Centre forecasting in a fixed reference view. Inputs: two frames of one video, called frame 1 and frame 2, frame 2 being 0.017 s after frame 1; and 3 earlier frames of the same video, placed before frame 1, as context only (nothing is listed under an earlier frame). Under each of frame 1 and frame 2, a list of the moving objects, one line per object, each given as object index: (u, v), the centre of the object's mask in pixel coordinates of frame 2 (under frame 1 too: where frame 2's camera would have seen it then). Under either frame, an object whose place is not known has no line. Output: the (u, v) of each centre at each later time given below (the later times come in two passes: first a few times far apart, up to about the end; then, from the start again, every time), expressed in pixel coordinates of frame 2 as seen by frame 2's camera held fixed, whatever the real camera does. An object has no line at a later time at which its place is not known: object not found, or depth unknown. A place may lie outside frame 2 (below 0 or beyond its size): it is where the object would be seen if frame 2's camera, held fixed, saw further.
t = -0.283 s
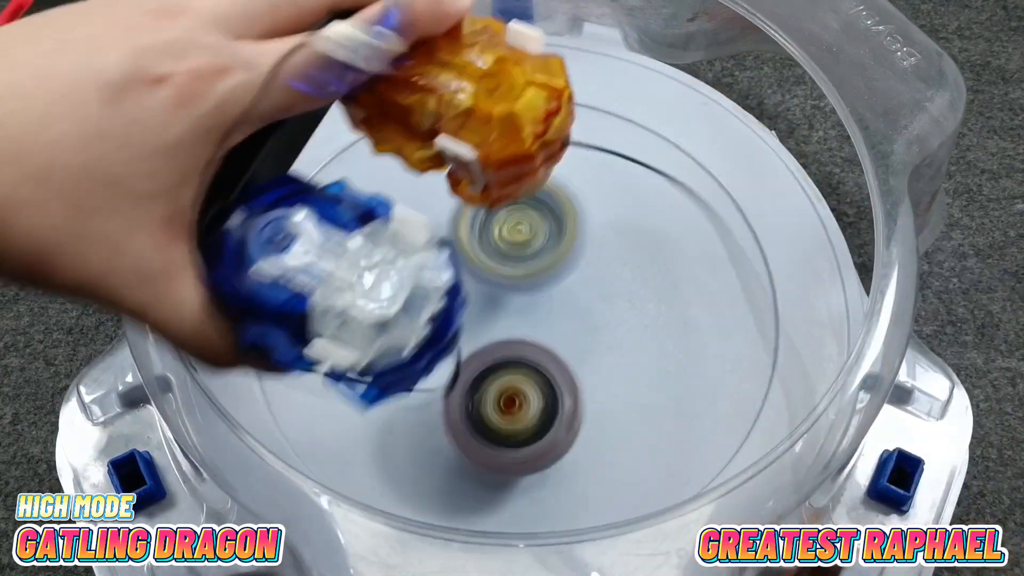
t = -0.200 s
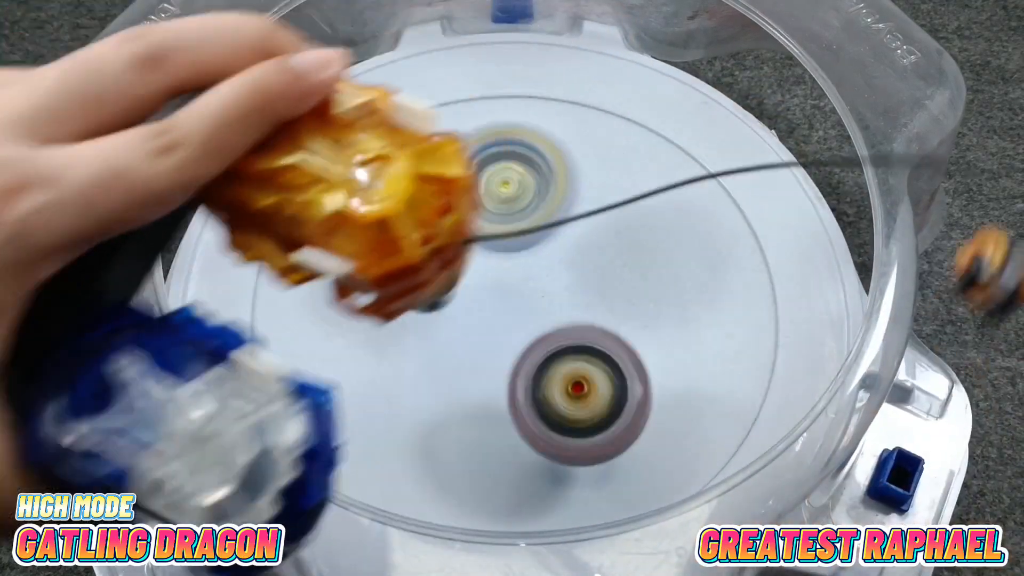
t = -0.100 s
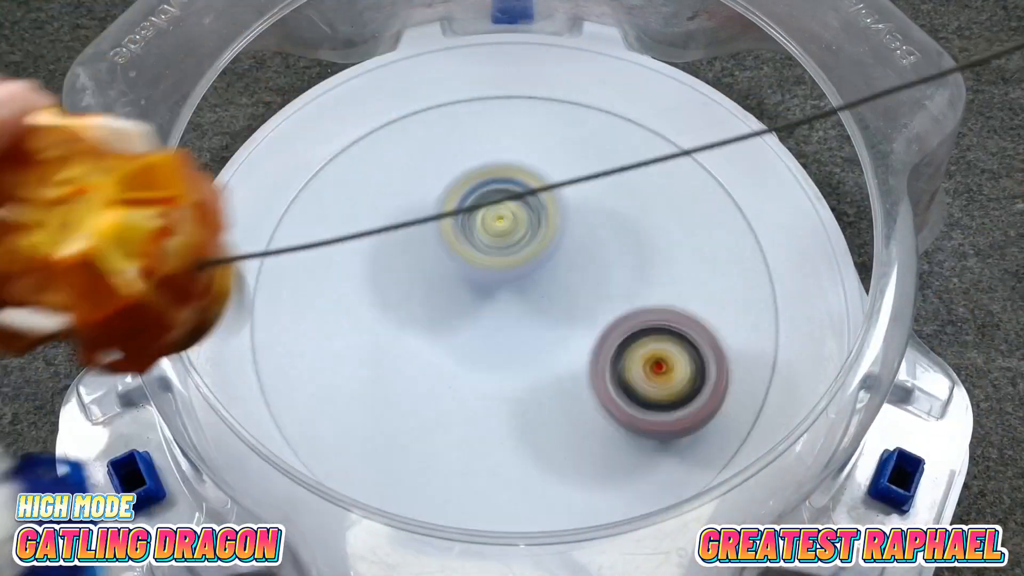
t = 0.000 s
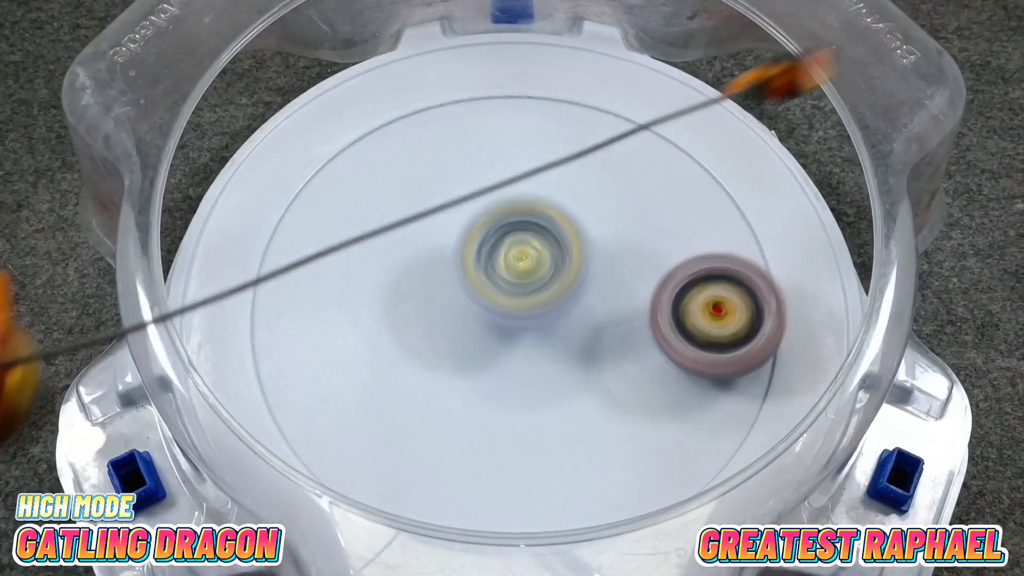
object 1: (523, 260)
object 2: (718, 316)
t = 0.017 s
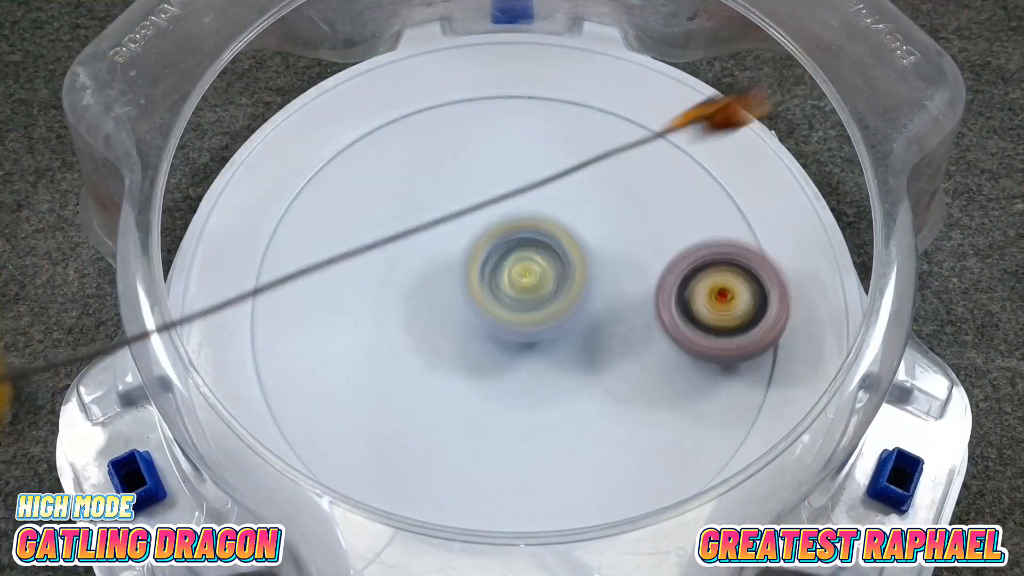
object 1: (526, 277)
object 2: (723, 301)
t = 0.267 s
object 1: (616, 375)
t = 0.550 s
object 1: (714, 223)
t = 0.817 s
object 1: (415, 98)
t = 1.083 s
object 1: (311, 446)
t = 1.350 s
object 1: (735, 179)
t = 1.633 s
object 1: (277, 284)
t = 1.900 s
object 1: (787, 276)
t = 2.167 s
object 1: (608, 142)
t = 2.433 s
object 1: (441, 308)
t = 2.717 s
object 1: (742, 233)
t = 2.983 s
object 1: (379, 77)
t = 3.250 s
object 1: (456, 438)
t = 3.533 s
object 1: (726, 157)
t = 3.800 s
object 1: (261, 236)
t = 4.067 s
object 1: (709, 433)
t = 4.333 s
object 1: (551, 75)
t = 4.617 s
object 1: (267, 365)
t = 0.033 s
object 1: (530, 281)
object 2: (727, 291)
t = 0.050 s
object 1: (535, 286)
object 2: (730, 279)
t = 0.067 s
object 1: (539, 302)
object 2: (731, 266)
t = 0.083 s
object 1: (544, 309)
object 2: (730, 256)
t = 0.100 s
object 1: (545, 316)
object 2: (730, 244)
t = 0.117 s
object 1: (549, 322)
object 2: (727, 231)
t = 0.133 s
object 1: (554, 332)
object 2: (721, 220)
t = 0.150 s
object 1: (561, 341)
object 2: (715, 210)
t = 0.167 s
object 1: (567, 347)
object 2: (708, 199)
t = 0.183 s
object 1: (574, 357)
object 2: (697, 189)
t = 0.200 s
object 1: (581, 361)
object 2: (685, 181)
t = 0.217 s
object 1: (589, 367)
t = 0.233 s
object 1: (598, 370)
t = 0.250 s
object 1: (607, 373)
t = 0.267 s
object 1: (616, 375)
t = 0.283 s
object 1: (626, 376)
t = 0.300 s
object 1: (636, 373)
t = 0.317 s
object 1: (644, 370)
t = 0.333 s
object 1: (654, 368)
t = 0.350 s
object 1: (664, 362)
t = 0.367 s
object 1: (674, 357)
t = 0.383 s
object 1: (682, 350)
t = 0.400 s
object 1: (691, 341)
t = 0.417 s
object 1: (698, 332)
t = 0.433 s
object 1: (706, 321)
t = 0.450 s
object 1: (711, 309)
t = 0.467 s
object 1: (715, 297)
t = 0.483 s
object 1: (718, 283)
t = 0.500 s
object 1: (721, 270)
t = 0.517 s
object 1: (721, 254)
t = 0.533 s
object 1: (720, 239)
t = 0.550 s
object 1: (714, 223)
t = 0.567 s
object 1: (710, 211)
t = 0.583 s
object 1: (701, 196)
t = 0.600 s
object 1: (691, 179)
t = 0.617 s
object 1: (677, 166)
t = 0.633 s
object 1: (664, 154)
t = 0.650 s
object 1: (648, 142)
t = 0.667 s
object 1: (629, 131)
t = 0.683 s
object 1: (610, 121)
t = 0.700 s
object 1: (587, 112)
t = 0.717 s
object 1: (565, 105)
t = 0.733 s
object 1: (542, 99)
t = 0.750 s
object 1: (517, 96)
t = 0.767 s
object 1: (490, 93)
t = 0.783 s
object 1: (463, 93)
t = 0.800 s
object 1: (439, 95)
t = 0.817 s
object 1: (415, 98)
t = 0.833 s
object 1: (391, 102)
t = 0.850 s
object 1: (367, 109)
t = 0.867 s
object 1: (344, 118)
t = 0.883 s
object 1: (322, 130)
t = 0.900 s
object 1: (302, 144)
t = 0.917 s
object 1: (288, 165)
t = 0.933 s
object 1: (276, 185)
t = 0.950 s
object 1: (264, 211)
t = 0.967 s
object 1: (258, 239)
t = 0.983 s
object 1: (252, 269)
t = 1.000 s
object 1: (249, 301)
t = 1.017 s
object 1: (251, 329)
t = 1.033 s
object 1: (259, 357)
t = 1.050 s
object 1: (271, 383)
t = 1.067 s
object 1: (283, 418)
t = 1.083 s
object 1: (311, 446)
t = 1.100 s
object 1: (347, 466)
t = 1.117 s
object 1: (391, 472)
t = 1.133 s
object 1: (428, 485)
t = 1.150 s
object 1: (469, 513)
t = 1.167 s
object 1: (519, 494)
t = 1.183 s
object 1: (562, 491)
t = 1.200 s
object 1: (608, 481)
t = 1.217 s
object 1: (654, 465)
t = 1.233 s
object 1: (690, 443)
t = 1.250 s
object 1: (723, 415)
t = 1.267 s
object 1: (748, 383)
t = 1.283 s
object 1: (765, 342)
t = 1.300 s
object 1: (771, 299)
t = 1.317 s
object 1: (768, 257)
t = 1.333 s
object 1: (755, 218)
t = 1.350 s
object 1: (735, 179)
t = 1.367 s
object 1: (707, 146)
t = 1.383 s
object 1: (677, 119)
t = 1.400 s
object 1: (636, 97)
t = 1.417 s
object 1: (594, 78)
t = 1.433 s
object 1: (552, 70)
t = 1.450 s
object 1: (502, 60)
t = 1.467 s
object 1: (458, 53)
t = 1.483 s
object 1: (413, 51)
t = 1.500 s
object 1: (369, 64)
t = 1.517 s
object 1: (333, 86)
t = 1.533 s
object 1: (292, 114)
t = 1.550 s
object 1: (252, 145)
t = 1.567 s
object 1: (223, 172)
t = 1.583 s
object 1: (200, 207)
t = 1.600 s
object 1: (208, 231)
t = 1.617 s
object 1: (233, 256)
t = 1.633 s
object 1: (277, 284)
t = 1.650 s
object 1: (311, 299)
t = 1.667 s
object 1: (340, 299)
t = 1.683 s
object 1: (371, 303)
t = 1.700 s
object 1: (402, 304)
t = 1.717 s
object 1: (432, 306)
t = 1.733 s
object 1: (462, 308)
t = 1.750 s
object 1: (499, 308)
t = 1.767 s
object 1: (530, 309)
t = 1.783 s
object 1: (567, 311)
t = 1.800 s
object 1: (599, 313)
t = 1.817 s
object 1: (633, 309)
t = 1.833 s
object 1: (669, 309)
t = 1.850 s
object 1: (700, 300)
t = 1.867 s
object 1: (734, 295)
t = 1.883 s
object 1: (762, 287)
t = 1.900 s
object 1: (787, 276)
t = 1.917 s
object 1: (803, 260)
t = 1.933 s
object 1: (811, 245)
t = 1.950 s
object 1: (814, 233)
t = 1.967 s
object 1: (810, 224)
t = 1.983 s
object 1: (802, 218)
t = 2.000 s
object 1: (790, 215)
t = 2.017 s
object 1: (780, 203)
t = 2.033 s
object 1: (766, 188)
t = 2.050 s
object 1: (751, 179)
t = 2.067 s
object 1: (736, 173)
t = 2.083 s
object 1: (719, 170)
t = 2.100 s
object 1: (698, 161)
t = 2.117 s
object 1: (677, 154)
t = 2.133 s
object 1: (655, 151)
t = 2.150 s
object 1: (633, 145)
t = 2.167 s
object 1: (608, 142)
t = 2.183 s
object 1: (582, 139)
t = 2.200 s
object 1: (557, 135)
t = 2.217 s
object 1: (530, 137)
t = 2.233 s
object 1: (500, 136)
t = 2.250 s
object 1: (475, 139)
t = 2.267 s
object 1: (447, 144)
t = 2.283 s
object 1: (420, 149)
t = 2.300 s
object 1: (399, 158)
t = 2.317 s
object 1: (380, 170)
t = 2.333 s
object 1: (362, 182)
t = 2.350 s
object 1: (347, 198)
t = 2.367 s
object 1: (331, 215)
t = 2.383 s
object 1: (334, 237)
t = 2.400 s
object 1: (365, 257)
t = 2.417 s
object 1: (404, 280)
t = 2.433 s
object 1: (441, 308)
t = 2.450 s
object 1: (474, 327)
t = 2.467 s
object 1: (514, 342)
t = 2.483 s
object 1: (557, 363)
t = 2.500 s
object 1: (597, 383)
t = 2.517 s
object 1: (636, 393)
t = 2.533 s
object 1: (681, 404)
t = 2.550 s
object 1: (721, 400)
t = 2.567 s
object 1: (756, 395)
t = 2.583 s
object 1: (788, 398)
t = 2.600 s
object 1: (779, 375)
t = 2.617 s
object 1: (777, 360)
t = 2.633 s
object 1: (775, 343)
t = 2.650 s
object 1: (766, 320)
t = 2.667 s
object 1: (758, 303)
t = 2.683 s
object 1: (750, 283)
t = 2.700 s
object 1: (746, 257)
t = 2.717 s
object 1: (742, 233)
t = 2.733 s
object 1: (739, 209)
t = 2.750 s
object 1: (729, 185)
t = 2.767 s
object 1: (718, 161)
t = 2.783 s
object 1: (706, 141)
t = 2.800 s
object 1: (688, 119)
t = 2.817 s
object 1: (665, 103)
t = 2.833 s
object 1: (643, 89)
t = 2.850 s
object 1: (617, 76)
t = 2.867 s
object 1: (590, 65)
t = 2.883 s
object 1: (561, 57)
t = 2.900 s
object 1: (531, 49)
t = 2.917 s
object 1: (503, 44)
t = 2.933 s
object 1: (469, 46)
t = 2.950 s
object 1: (439, 53)
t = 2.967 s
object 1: (409, 66)
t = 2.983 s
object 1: (379, 77)
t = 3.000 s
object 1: (350, 92)
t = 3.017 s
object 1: (323, 108)
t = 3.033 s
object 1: (296, 125)
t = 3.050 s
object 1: (269, 145)
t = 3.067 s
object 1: (243, 166)
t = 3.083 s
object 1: (223, 191)
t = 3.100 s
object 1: (202, 216)
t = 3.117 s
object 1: (215, 243)
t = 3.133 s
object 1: (235, 270)
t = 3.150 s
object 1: (261, 297)
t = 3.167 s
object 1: (288, 329)
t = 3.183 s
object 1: (316, 352)
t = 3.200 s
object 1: (348, 375)
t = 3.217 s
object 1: (382, 403)
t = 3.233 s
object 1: (417, 421)
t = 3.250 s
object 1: (456, 438)
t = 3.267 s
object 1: (495, 453)
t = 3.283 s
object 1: (536, 461)
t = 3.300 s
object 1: (579, 465)
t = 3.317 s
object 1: (619, 468)
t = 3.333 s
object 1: (659, 462)
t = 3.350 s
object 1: (706, 462)
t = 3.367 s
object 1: (746, 456)
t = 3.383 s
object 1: (770, 435)
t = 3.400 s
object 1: (776, 402)
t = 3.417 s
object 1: (775, 367)
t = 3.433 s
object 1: (781, 338)
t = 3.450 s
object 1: (785, 307)
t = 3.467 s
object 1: (784, 274)
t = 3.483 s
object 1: (779, 243)
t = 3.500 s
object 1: (768, 212)
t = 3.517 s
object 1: (750, 182)
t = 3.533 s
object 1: (726, 157)
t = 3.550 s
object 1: (702, 133)
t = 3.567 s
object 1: (673, 111)
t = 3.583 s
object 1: (641, 92)
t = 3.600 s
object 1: (607, 80)
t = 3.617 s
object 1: (572, 73)
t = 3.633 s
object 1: (538, 71)
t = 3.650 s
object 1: (502, 71)
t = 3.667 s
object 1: (468, 75)
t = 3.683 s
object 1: (433, 81)
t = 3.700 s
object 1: (399, 91)
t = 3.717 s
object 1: (370, 106)
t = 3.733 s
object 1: (342, 123)
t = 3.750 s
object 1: (319, 145)
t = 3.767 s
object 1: (295, 171)
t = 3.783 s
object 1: (277, 201)
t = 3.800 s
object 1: (261, 236)
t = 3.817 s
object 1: (253, 270)
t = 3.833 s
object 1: (252, 307)
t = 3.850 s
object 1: (259, 342)
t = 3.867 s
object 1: (277, 373)
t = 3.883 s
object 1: (299, 403)
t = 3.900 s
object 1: (325, 428)
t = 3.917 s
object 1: (357, 451)
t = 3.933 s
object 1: (393, 469)
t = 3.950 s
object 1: (428, 482)
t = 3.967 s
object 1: (467, 490)
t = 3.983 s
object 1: (512, 493)
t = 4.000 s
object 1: (555, 490)
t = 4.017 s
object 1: (596, 484)
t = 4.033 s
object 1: (636, 474)
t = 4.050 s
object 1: (676, 457)
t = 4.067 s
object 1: (709, 433)
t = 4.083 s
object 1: (733, 410)
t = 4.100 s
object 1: (755, 385)
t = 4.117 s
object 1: (772, 357)
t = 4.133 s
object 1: (777, 326)
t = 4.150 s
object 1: (781, 294)
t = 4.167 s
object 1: (778, 258)
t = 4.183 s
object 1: (768, 226)
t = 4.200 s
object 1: (755, 197)
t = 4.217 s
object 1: (739, 170)
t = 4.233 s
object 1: (717, 146)
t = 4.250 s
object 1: (694, 129)
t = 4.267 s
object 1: (668, 110)
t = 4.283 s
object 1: (639, 95)
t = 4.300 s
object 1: (609, 85)
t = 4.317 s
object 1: (581, 78)
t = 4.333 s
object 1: (551, 75)
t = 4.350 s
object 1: (524, 73)
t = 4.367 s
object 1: (494, 72)
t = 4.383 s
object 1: (462, 76)
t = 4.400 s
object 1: (431, 81)
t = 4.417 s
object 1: (404, 90)
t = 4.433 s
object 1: (380, 101)
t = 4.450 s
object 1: (357, 116)
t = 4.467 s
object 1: (336, 130)
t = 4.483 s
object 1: (316, 148)
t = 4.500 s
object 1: (294, 171)
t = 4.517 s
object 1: (278, 198)
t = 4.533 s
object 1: (268, 224)
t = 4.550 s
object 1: (258, 253)
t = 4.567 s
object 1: (252, 281)
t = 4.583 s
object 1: (252, 310)
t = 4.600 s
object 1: (255, 336)
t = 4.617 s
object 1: (267, 365)
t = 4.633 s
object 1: (286, 392)
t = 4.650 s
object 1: (304, 426)
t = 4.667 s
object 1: (330, 448)
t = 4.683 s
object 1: (367, 465)
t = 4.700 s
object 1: (403, 476)
